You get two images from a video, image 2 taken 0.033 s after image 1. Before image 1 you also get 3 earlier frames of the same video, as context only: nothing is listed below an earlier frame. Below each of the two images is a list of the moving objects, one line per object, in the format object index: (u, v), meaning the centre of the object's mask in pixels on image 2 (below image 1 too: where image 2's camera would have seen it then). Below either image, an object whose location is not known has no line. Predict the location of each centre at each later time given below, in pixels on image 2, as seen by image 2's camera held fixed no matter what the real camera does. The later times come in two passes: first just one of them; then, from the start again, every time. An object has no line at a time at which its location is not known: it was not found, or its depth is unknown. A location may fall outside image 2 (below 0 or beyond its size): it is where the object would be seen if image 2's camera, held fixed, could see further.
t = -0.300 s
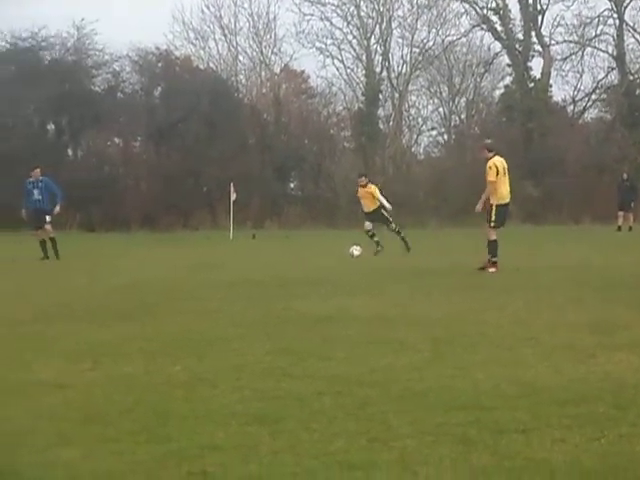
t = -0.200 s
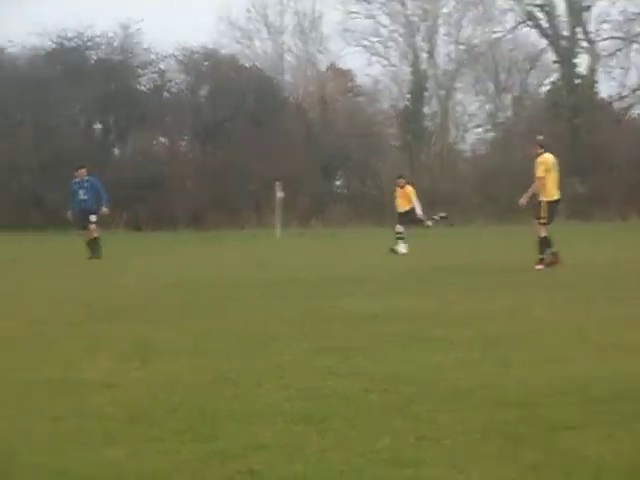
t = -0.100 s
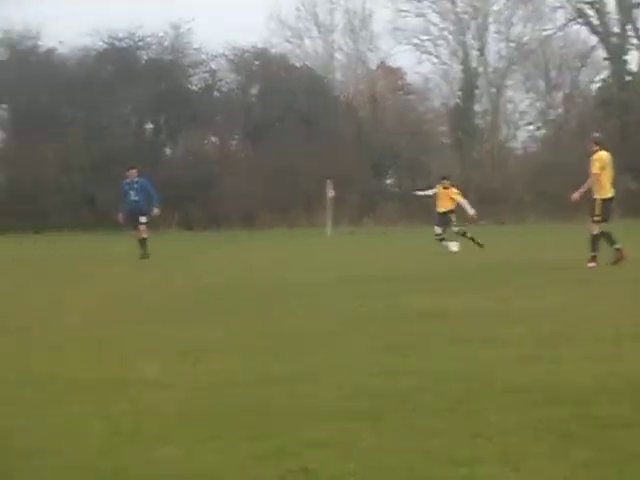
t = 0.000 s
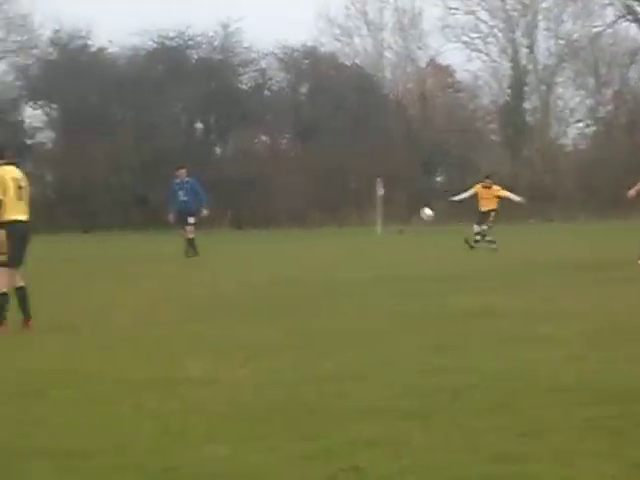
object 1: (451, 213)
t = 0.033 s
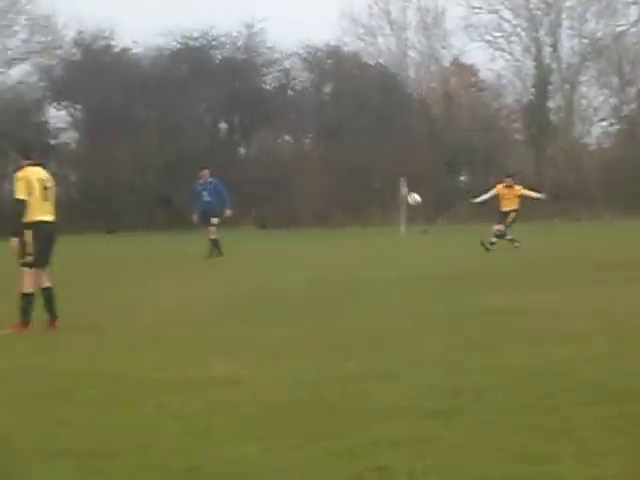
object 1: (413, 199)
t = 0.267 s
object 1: (162, 101)
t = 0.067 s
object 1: (376, 184)
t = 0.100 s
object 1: (340, 170)
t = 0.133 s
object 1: (304, 156)
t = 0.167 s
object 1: (268, 142)
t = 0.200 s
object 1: (231, 128)
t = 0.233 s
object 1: (197, 115)
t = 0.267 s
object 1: (162, 101)
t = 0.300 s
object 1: (127, 87)
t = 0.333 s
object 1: (91, 74)
